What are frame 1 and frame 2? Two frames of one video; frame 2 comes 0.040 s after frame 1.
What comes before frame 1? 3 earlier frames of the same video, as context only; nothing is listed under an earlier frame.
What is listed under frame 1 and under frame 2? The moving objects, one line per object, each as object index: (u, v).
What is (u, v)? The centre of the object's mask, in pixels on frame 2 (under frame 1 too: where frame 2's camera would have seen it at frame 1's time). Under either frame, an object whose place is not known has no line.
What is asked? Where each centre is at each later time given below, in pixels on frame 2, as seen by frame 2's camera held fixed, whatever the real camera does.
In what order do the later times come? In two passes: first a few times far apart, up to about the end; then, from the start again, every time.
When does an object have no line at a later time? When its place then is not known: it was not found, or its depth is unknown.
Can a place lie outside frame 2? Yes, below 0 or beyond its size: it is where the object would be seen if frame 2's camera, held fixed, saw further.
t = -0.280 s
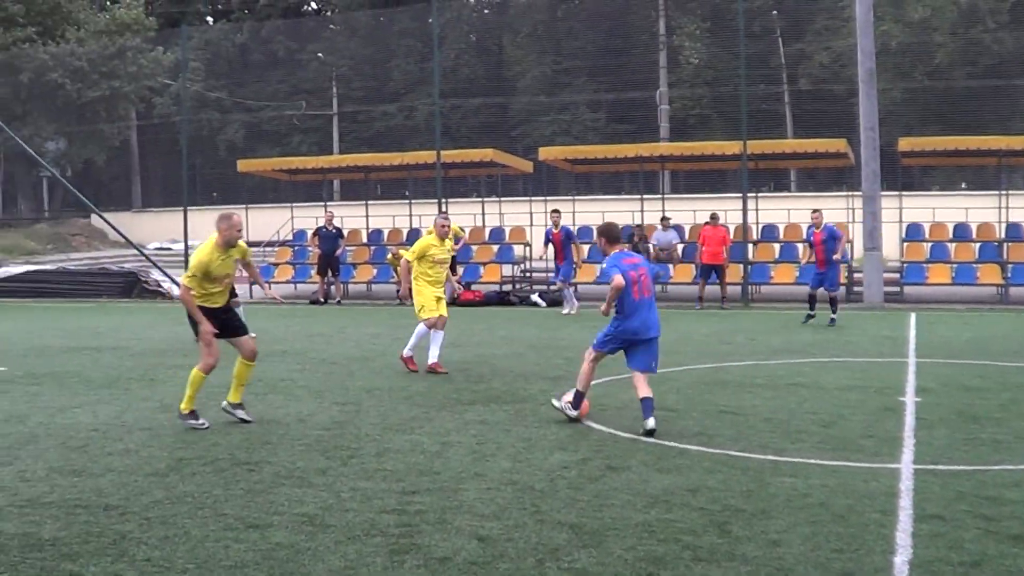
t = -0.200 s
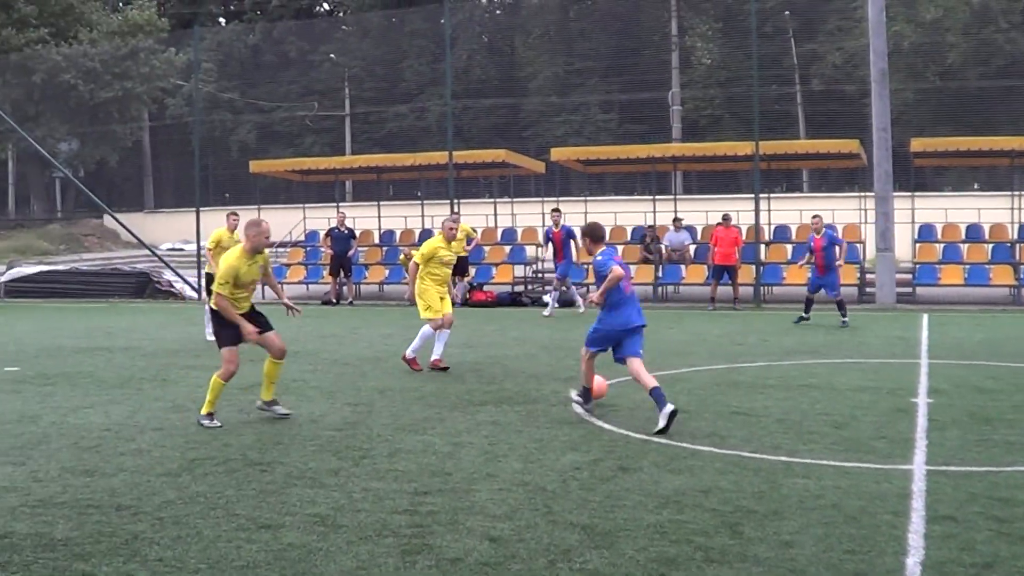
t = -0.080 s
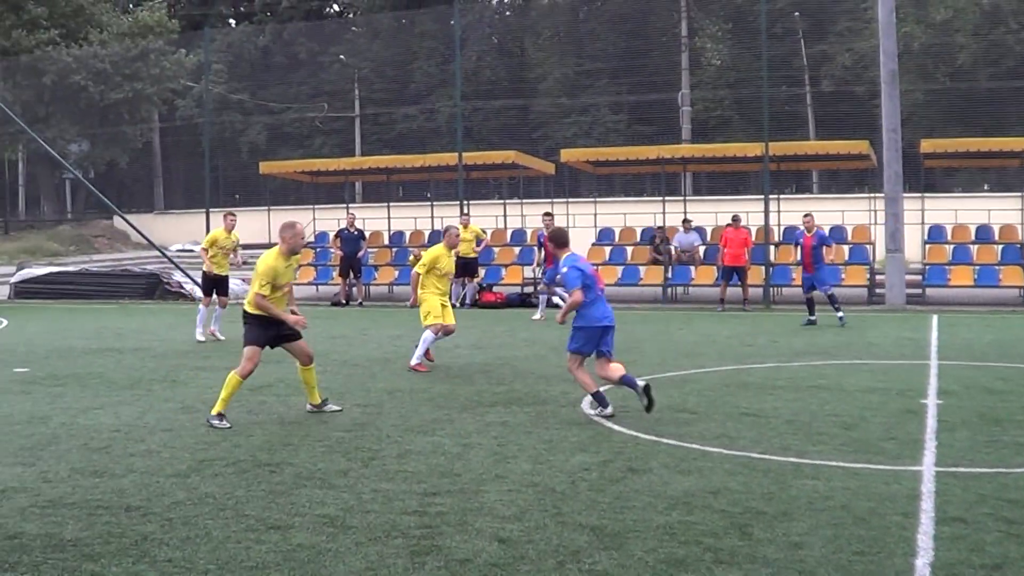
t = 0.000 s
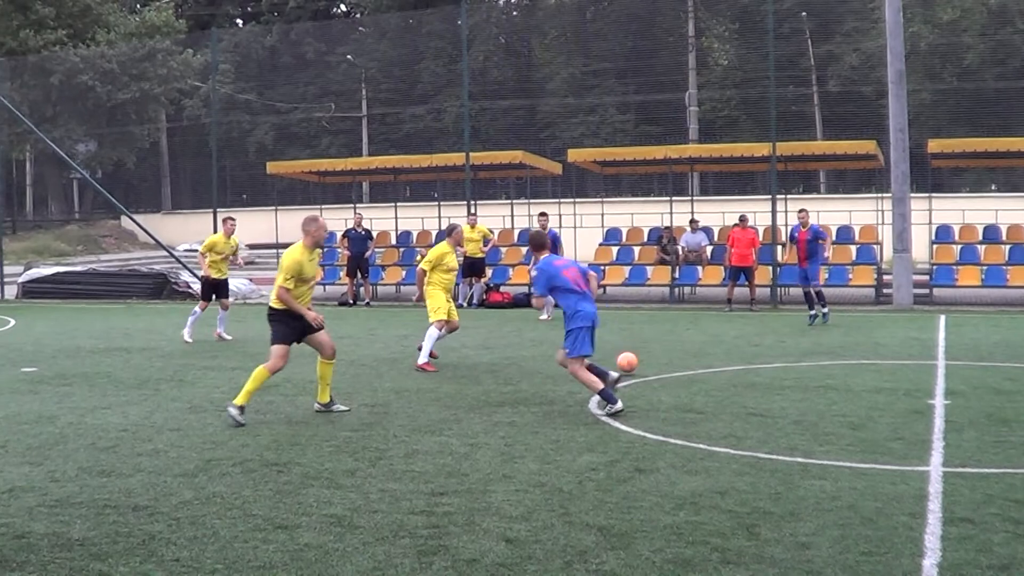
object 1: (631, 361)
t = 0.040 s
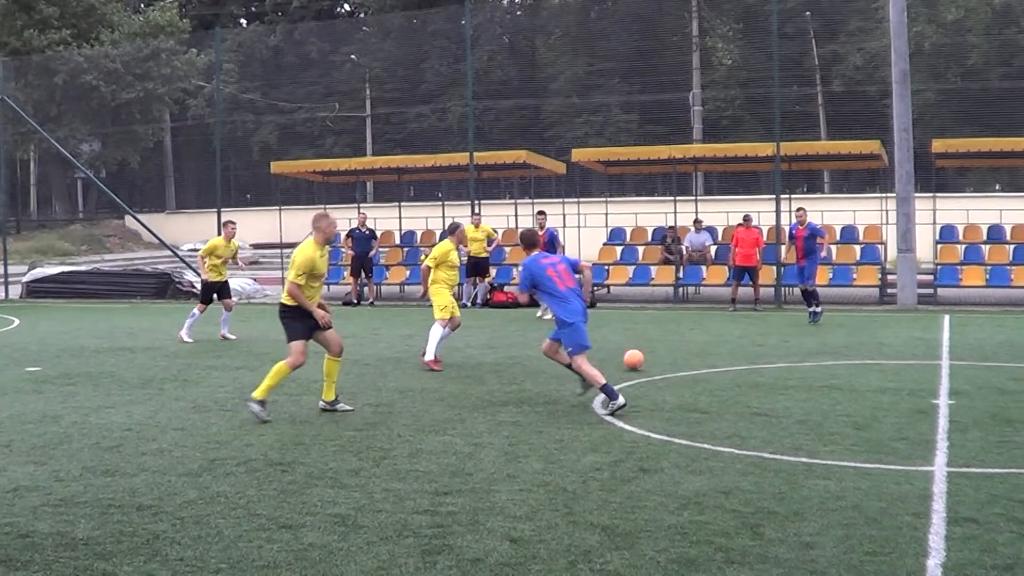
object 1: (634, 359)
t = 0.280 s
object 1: (646, 338)
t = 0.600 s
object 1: (657, 323)
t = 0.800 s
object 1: (660, 316)
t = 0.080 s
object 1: (636, 356)
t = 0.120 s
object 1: (639, 350)
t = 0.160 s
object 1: (641, 347)
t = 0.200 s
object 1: (643, 346)
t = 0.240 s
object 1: (644, 341)
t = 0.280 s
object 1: (646, 338)
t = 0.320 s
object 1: (648, 336)
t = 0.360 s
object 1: (650, 336)
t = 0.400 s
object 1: (652, 333)
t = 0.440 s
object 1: (653, 330)
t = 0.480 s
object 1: (654, 328)
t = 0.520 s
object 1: (655, 326)
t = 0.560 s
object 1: (656, 324)
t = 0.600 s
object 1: (657, 323)
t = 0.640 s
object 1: (657, 322)
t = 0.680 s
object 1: (658, 320)
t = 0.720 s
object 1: (659, 319)
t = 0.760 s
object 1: (659, 317)
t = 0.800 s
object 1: (660, 316)
